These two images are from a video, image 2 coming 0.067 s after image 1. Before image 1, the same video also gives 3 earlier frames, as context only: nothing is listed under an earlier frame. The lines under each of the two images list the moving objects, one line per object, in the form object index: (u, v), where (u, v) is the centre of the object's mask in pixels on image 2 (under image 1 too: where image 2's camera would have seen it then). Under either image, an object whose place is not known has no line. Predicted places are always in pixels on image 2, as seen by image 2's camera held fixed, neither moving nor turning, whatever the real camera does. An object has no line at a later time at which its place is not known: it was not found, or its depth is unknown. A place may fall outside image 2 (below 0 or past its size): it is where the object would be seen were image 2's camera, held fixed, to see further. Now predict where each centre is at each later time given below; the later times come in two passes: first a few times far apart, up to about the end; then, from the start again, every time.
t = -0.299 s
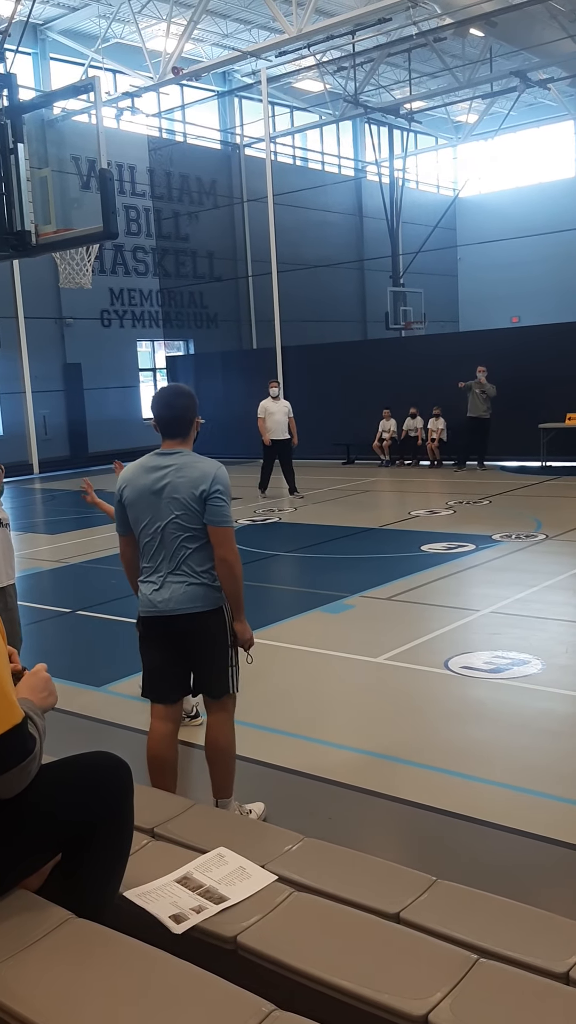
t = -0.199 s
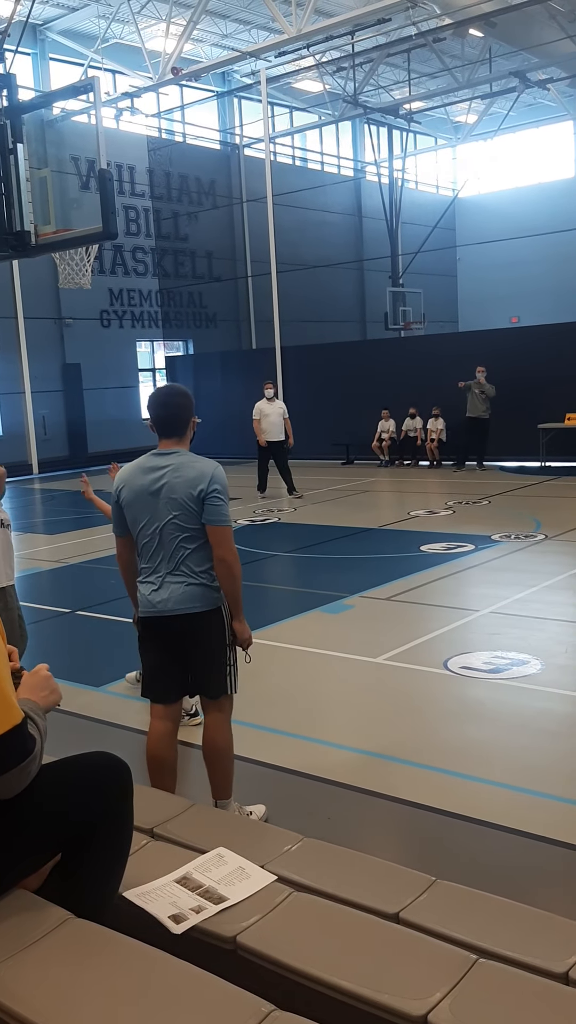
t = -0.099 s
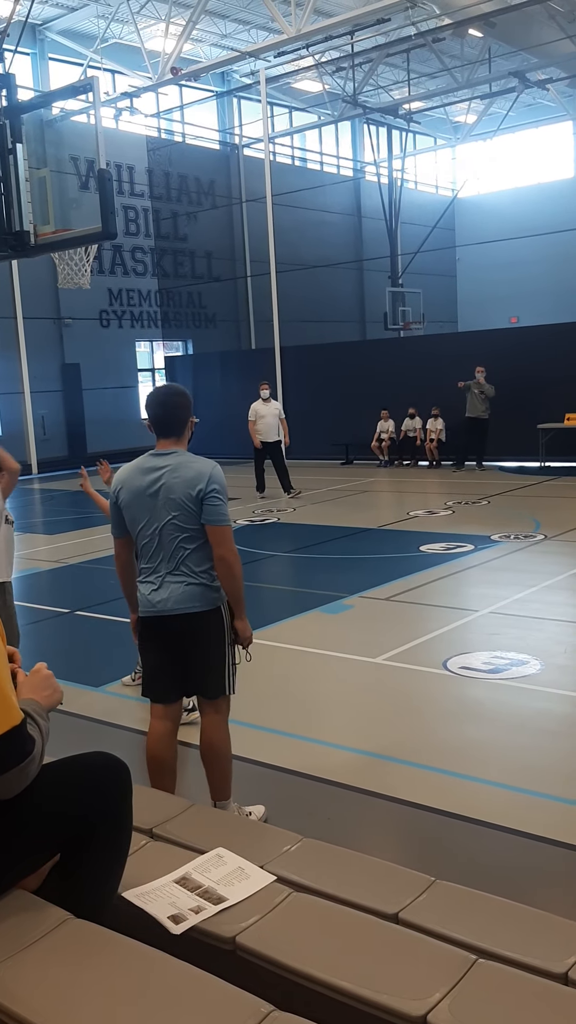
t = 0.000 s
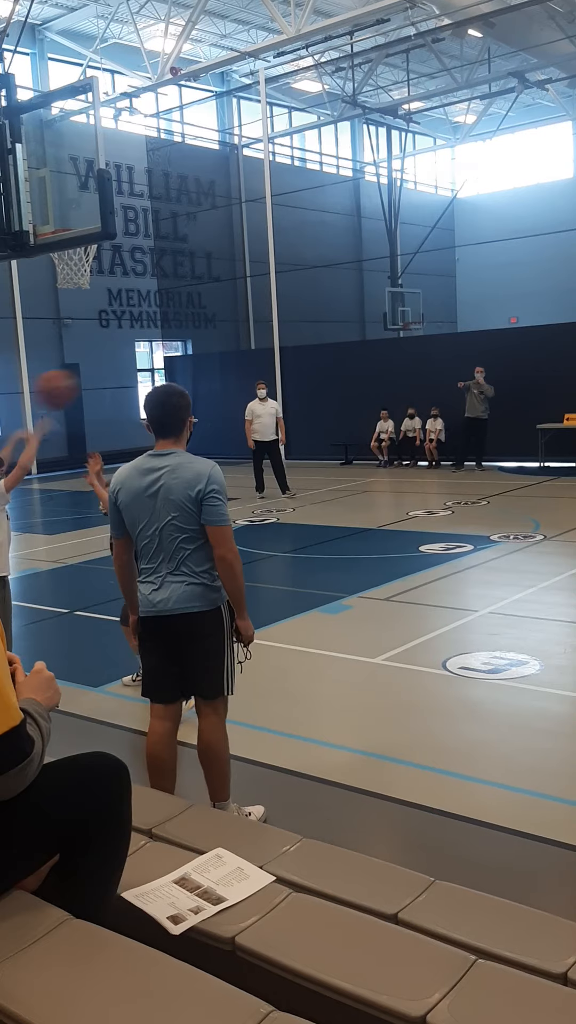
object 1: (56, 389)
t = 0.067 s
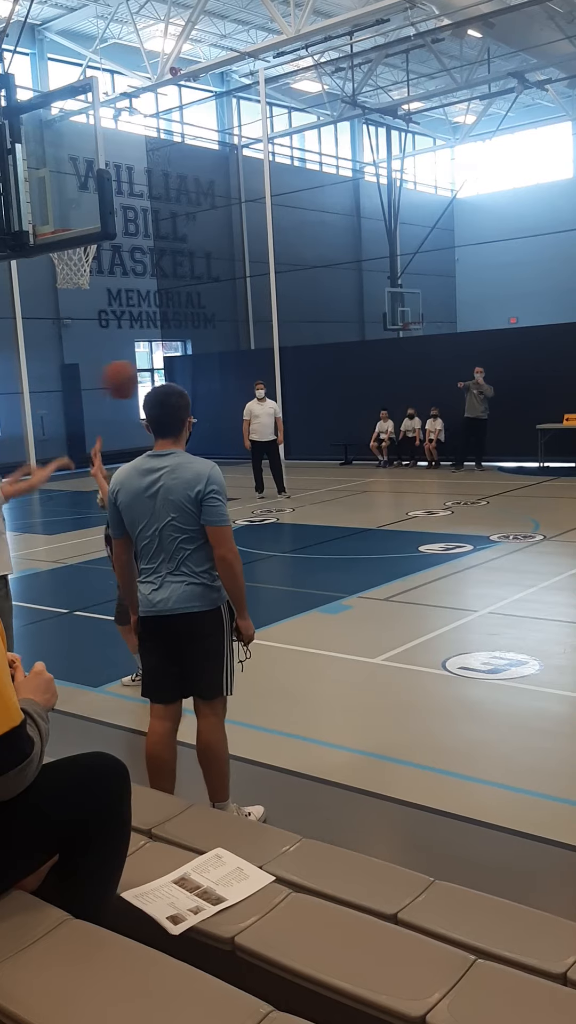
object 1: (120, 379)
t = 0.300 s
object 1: (313, 396)
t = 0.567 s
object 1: (480, 487)
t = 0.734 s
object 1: (557, 557)
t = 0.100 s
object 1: (152, 374)
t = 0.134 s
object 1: (183, 373)
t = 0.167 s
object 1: (210, 377)
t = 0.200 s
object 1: (237, 379)
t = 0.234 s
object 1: (263, 384)
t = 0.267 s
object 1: (291, 390)
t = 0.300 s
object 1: (313, 396)
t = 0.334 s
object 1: (336, 404)
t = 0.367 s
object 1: (359, 413)
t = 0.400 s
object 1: (380, 422)
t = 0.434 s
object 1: (403, 435)
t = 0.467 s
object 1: (423, 446)
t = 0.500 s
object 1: (442, 458)
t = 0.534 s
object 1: (461, 472)
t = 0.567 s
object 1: (480, 487)
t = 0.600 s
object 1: (497, 503)
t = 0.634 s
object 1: (514, 519)
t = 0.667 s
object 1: (529, 535)
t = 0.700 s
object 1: (545, 553)
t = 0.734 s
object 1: (557, 557)
